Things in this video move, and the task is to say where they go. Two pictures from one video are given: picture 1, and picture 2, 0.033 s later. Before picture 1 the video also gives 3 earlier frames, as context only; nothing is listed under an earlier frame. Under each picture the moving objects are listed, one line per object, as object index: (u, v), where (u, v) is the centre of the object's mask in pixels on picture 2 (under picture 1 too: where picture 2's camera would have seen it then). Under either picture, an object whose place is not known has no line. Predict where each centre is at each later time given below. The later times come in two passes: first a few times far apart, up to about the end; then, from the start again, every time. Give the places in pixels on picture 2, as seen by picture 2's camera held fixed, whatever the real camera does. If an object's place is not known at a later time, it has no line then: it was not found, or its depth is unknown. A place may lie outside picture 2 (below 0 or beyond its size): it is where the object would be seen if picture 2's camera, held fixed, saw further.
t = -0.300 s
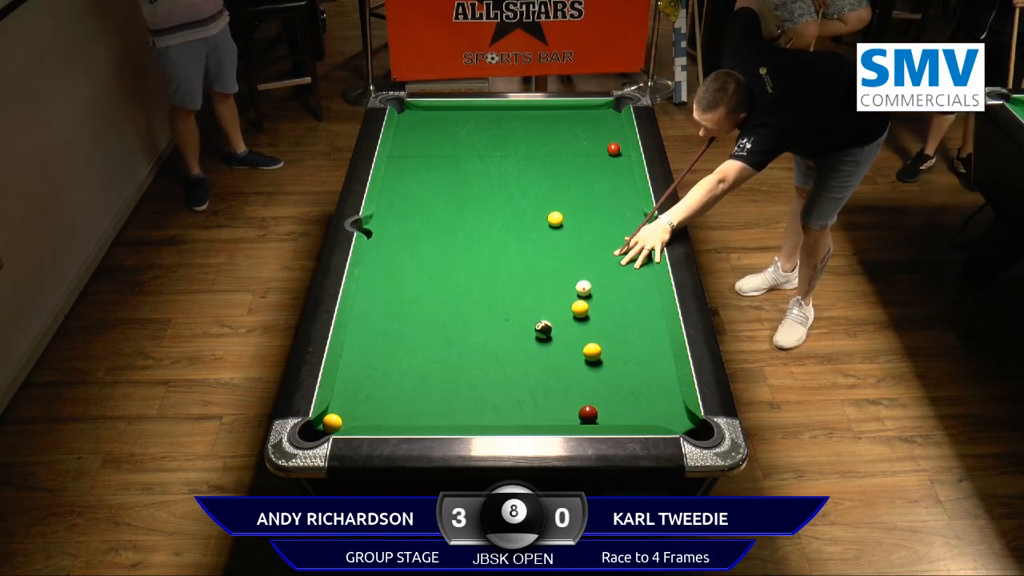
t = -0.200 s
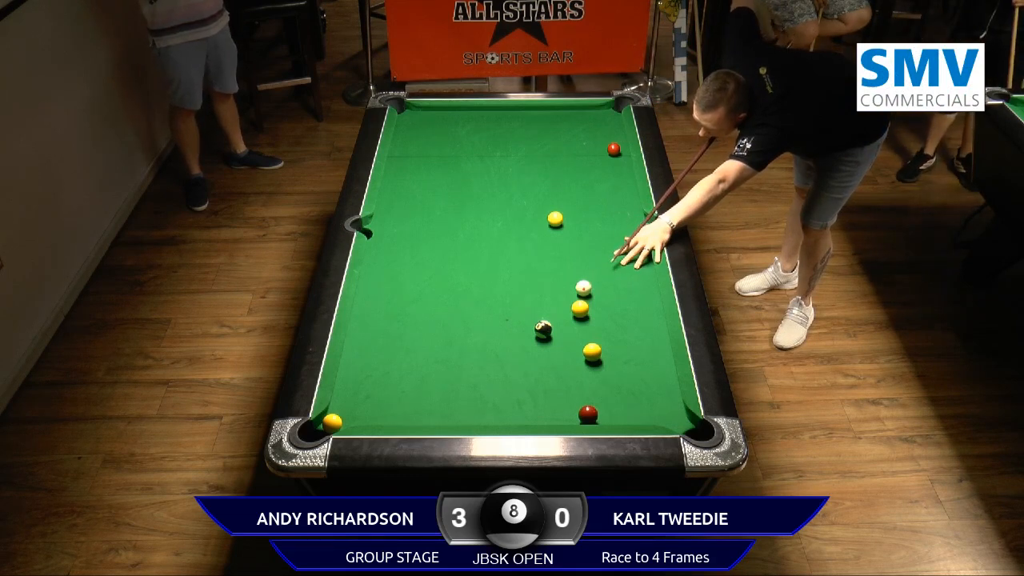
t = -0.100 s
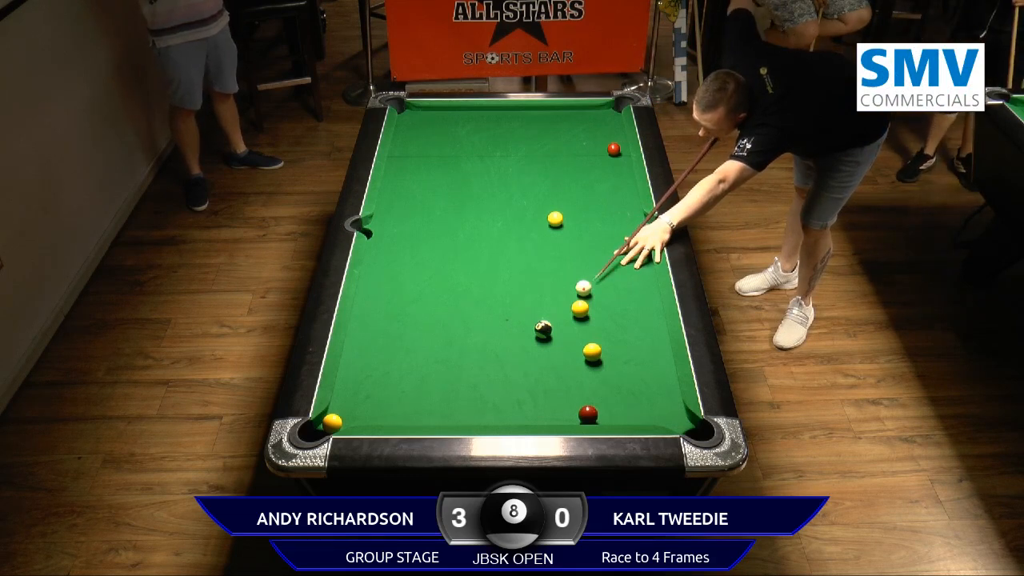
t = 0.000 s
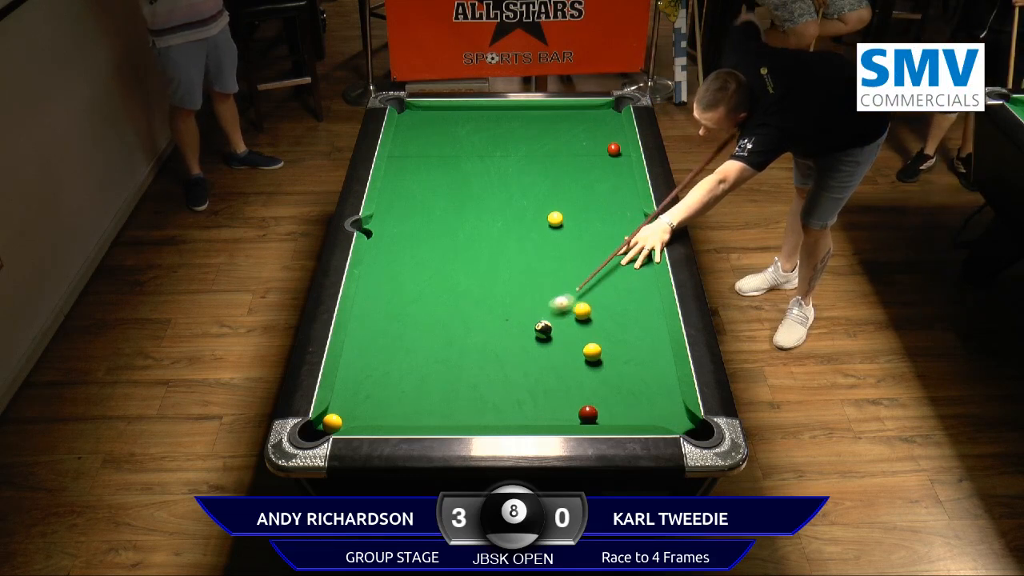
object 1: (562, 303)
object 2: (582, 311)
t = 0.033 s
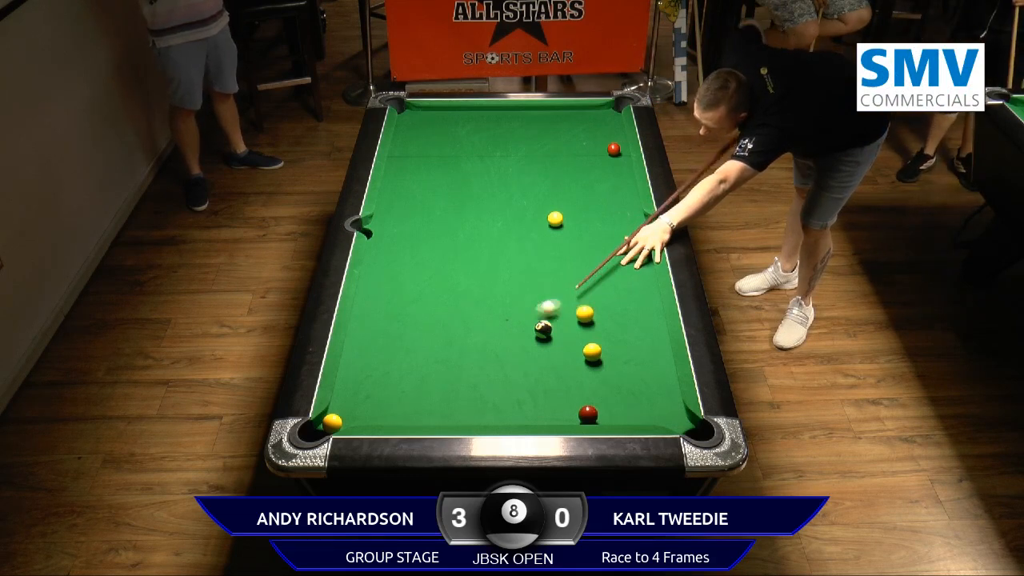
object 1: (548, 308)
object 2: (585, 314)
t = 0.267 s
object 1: (476, 330)
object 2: (602, 332)
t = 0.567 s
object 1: (400, 349)
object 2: (623, 355)
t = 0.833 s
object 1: (358, 363)
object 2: (641, 375)
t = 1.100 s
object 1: (396, 368)
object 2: (658, 395)
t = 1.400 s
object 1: (436, 375)
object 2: (678, 417)
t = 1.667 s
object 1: (471, 380)
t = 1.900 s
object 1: (500, 385)
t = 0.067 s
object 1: (536, 312)
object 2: (587, 316)
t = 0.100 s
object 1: (524, 316)
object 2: (589, 319)
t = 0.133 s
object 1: (513, 320)
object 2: (592, 321)
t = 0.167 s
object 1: (502, 323)
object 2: (594, 324)
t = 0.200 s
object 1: (493, 326)
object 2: (597, 327)
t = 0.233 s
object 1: (484, 328)
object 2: (599, 329)
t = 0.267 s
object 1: (476, 330)
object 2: (602, 332)
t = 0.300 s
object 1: (467, 332)
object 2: (604, 334)
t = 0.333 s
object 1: (459, 334)
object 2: (606, 337)
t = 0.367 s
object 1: (450, 336)
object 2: (609, 340)
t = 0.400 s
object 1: (442, 339)
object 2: (611, 342)
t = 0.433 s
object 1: (434, 340)
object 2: (613, 345)
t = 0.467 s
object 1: (425, 342)
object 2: (615, 347)
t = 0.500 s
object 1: (417, 345)
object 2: (618, 350)
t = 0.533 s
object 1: (408, 346)
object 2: (620, 353)
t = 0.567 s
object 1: (400, 349)
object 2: (623, 355)
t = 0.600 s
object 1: (391, 351)
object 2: (625, 357)
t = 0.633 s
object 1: (383, 353)
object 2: (627, 360)
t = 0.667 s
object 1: (375, 355)
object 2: (629, 363)
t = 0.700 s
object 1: (366, 357)
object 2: (632, 365)
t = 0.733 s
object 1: (358, 359)
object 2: (634, 368)
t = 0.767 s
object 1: (350, 361)
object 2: (636, 370)
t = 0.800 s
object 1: (352, 362)
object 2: (638, 373)
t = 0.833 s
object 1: (358, 363)
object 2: (641, 375)
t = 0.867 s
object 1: (363, 364)
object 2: (643, 378)
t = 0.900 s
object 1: (367, 364)
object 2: (645, 380)
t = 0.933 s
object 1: (372, 365)
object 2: (647, 383)
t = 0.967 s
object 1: (377, 366)
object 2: (650, 385)
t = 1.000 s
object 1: (382, 366)
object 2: (652, 388)
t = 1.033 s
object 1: (386, 367)
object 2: (654, 390)
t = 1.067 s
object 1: (391, 368)
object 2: (656, 393)
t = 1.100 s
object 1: (396, 368)
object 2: (658, 395)
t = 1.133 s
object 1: (400, 369)
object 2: (661, 398)
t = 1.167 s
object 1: (405, 370)
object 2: (663, 400)
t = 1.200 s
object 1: (409, 371)
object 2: (665, 403)
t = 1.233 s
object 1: (414, 371)
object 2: (667, 405)
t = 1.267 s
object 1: (418, 372)
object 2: (669, 408)
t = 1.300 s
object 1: (423, 373)
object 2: (672, 410)
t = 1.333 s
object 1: (427, 373)
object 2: (674, 413)
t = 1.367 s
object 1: (432, 374)
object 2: (676, 415)
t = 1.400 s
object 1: (436, 375)
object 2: (678, 417)
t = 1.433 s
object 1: (441, 375)
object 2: (680, 420)
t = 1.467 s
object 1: (445, 376)
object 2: (682, 422)
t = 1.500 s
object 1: (449, 377)
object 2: (685, 424)
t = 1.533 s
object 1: (454, 378)
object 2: (687, 427)
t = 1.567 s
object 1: (458, 378)
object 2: (690, 431)
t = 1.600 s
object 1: (463, 379)
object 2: (693, 435)
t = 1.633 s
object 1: (467, 380)
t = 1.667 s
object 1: (471, 380)
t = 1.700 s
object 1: (475, 381)
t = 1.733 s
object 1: (479, 382)
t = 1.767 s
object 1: (483, 382)
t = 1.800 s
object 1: (488, 383)
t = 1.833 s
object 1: (492, 383)
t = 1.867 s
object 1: (496, 384)
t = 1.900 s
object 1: (500, 385)
